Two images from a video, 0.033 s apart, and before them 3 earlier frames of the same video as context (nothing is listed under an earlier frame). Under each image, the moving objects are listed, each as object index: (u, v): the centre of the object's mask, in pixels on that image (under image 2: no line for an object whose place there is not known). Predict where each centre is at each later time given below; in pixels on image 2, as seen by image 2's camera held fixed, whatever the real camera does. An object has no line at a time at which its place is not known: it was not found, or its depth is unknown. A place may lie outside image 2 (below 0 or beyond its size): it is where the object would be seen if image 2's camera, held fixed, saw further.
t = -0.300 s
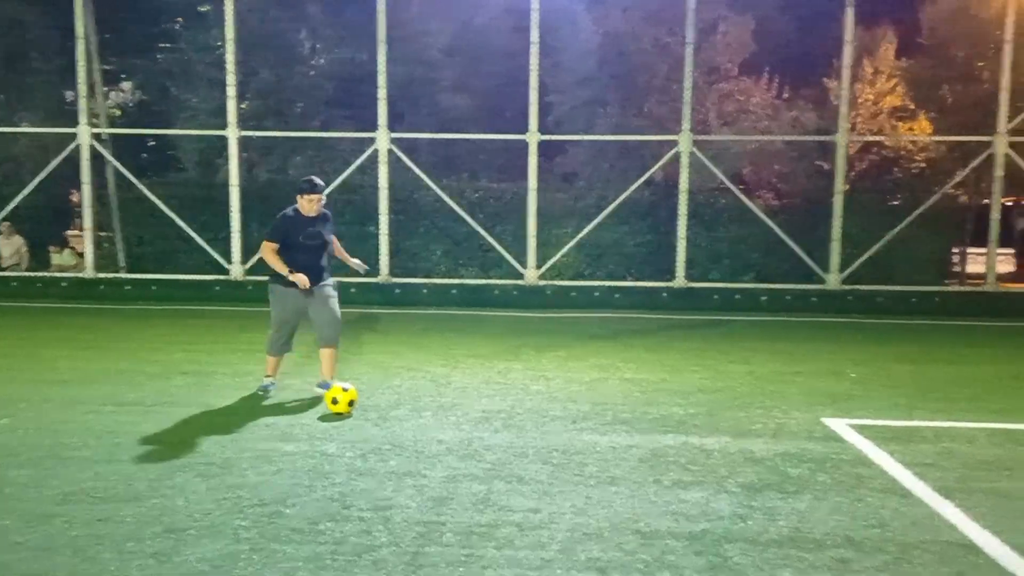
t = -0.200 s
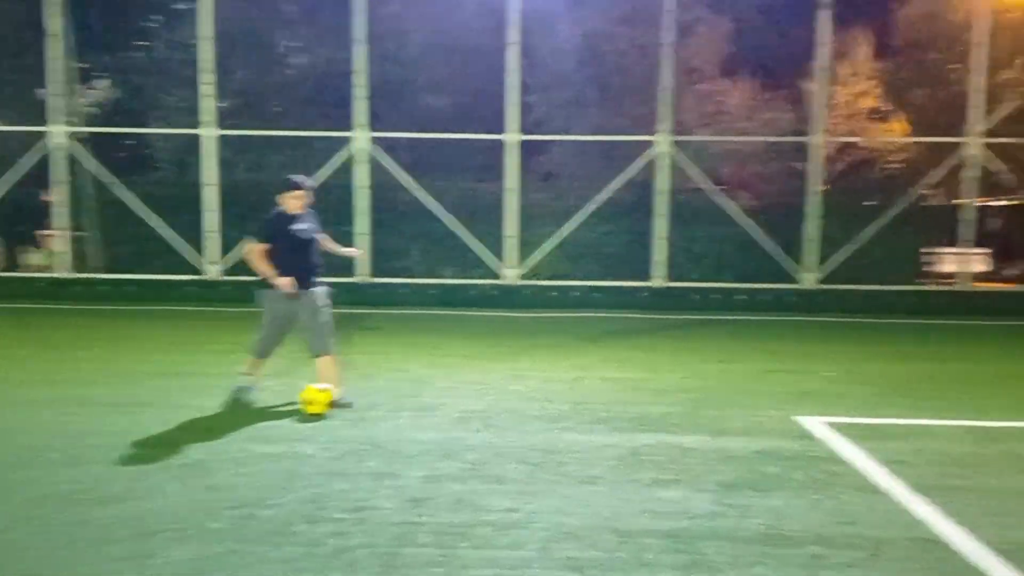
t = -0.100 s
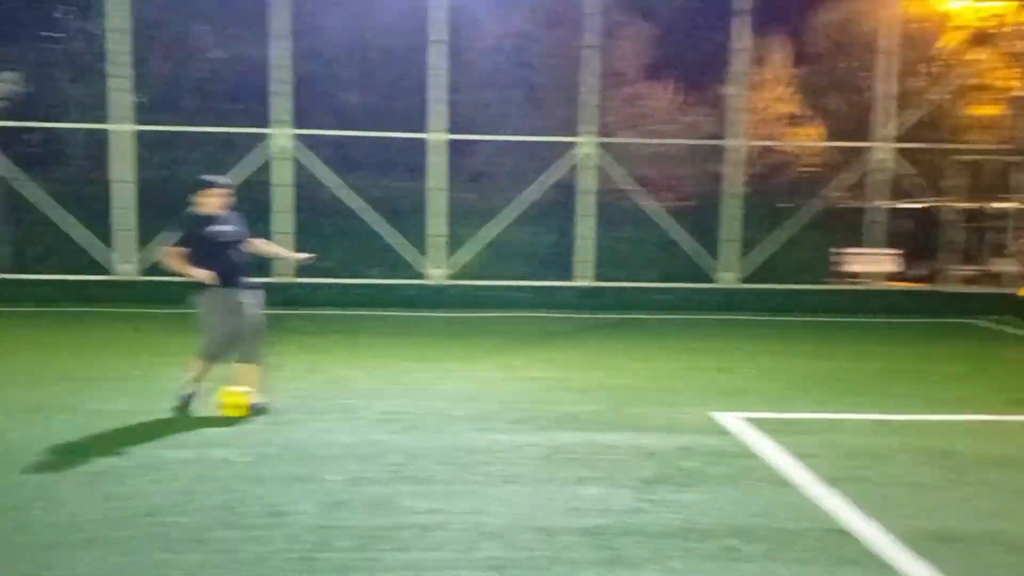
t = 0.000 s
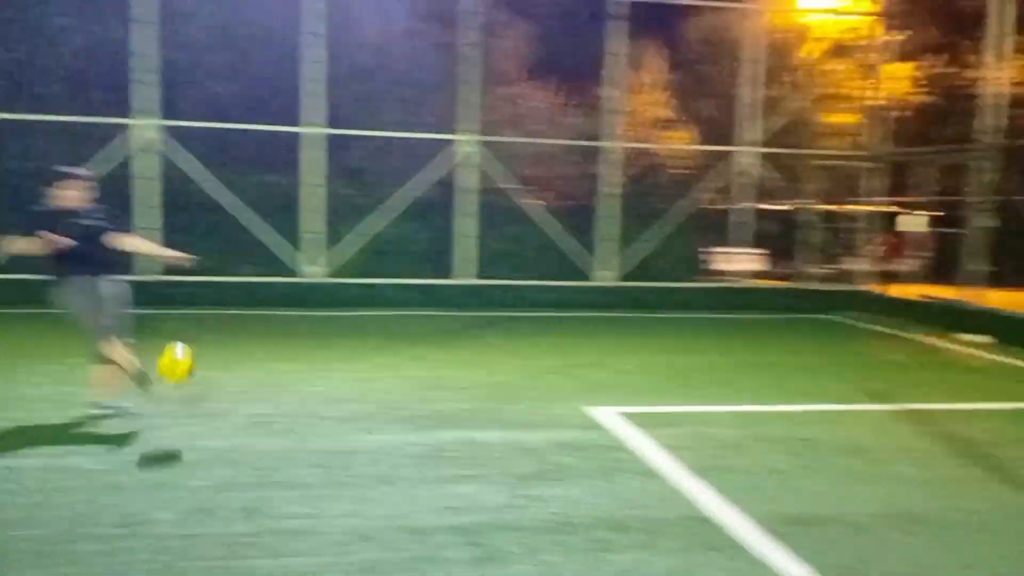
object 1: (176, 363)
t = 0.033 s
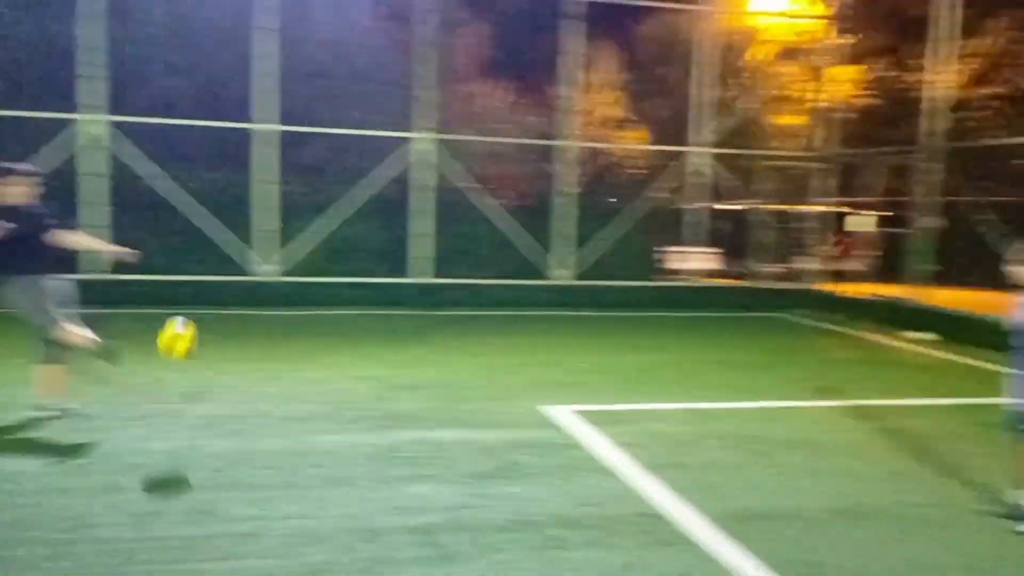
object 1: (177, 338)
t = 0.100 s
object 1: (282, 292)
